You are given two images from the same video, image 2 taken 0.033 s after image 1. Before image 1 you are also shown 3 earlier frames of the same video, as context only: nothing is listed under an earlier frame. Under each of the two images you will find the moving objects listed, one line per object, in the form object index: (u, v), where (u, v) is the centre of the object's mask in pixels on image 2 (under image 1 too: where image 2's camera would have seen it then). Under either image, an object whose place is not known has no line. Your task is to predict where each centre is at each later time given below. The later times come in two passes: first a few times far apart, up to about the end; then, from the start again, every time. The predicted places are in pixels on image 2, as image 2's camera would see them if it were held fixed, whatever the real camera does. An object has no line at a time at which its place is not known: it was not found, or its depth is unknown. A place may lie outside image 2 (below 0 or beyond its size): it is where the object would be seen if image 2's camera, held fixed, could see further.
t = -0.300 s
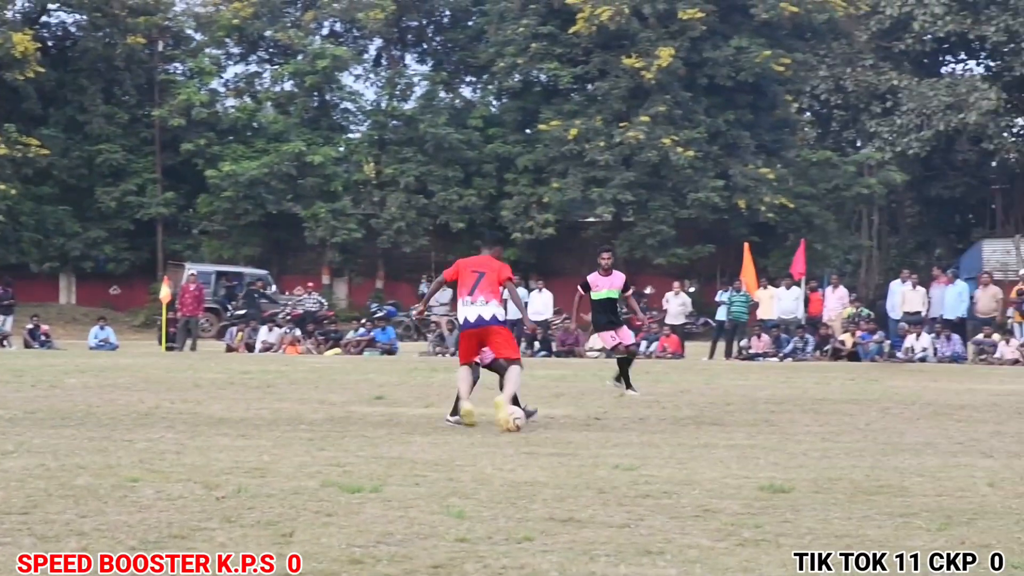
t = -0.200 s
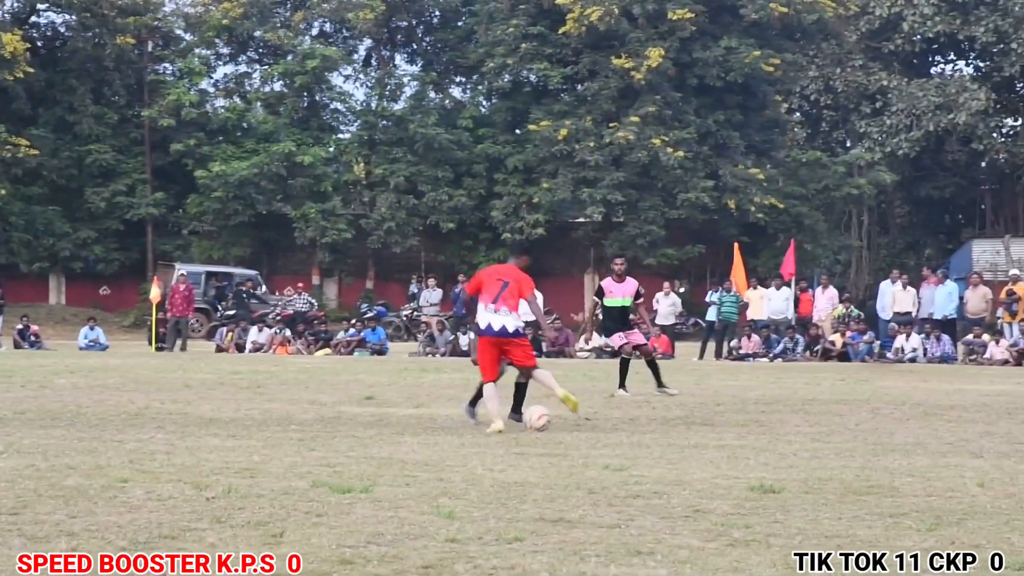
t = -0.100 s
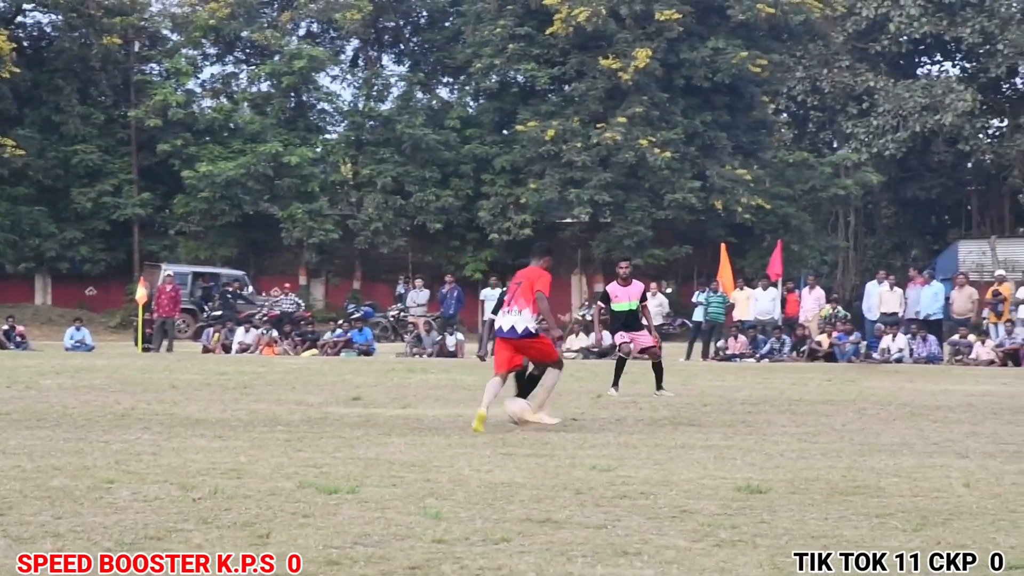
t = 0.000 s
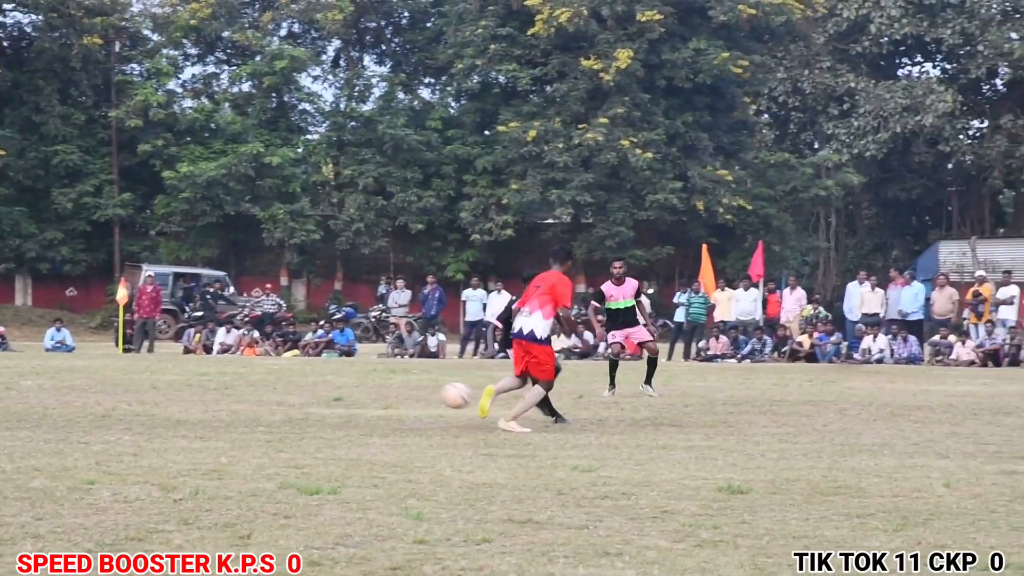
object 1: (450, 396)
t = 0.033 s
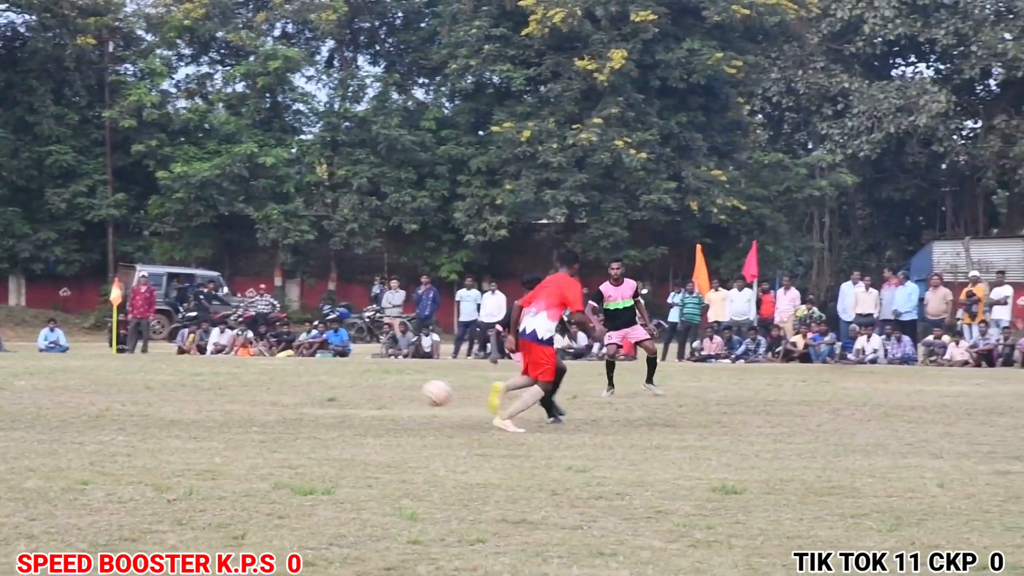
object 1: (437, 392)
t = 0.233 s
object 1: (360, 407)
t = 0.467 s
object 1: (290, 385)
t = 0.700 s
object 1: (226, 397)
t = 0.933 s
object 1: (169, 395)
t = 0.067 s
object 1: (423, 392)
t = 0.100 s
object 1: (410, 393)
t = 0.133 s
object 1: (397, 394)
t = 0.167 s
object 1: (385, 397)
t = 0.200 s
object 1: (373, 401)
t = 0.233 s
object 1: (360, 407)
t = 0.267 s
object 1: (348, 405)
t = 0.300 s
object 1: (339, 399)
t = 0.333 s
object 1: (328, 394)
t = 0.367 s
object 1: (318, 389)
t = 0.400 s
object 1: (308, 387)
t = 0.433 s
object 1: (299, 385)
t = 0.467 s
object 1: (290, 385)
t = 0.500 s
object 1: (280, 387)
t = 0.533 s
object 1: (271, 389)
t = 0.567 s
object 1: (262, 392)
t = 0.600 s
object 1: (254, 398)
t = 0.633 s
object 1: (245, 400)
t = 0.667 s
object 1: (235, 398)
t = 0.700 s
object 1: (226, 397)
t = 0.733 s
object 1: (218, 396)
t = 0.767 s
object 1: (210, 397)
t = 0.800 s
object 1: (201, 398)
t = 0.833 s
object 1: (193, 395)
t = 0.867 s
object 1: (185, 393)
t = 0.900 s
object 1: (177, 394)
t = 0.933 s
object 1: (169, 395)
